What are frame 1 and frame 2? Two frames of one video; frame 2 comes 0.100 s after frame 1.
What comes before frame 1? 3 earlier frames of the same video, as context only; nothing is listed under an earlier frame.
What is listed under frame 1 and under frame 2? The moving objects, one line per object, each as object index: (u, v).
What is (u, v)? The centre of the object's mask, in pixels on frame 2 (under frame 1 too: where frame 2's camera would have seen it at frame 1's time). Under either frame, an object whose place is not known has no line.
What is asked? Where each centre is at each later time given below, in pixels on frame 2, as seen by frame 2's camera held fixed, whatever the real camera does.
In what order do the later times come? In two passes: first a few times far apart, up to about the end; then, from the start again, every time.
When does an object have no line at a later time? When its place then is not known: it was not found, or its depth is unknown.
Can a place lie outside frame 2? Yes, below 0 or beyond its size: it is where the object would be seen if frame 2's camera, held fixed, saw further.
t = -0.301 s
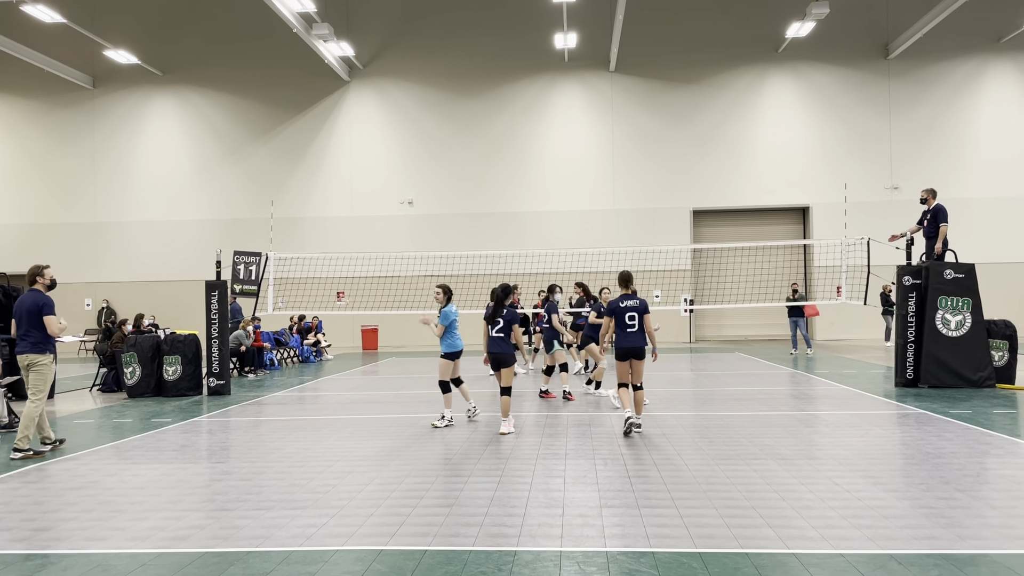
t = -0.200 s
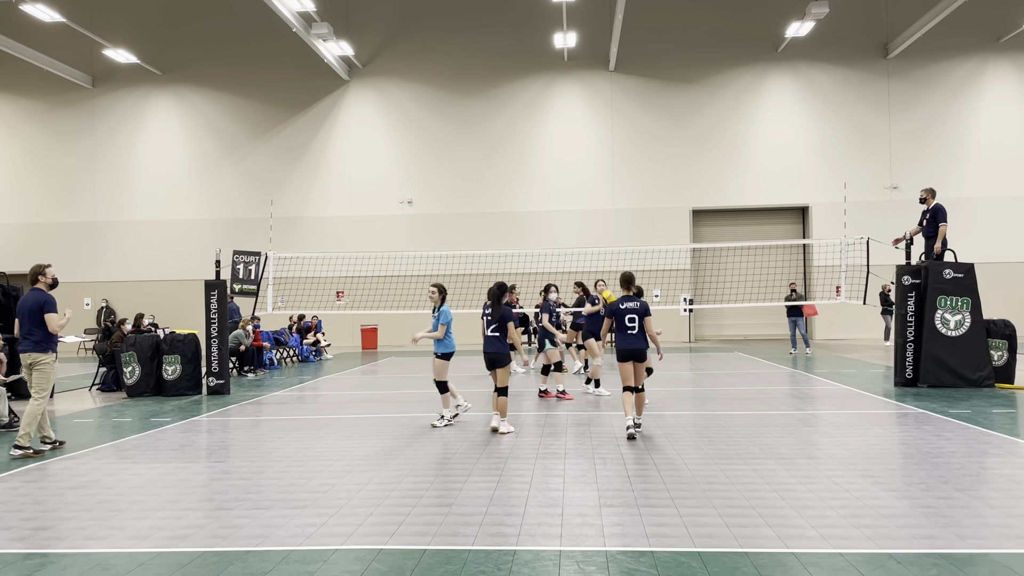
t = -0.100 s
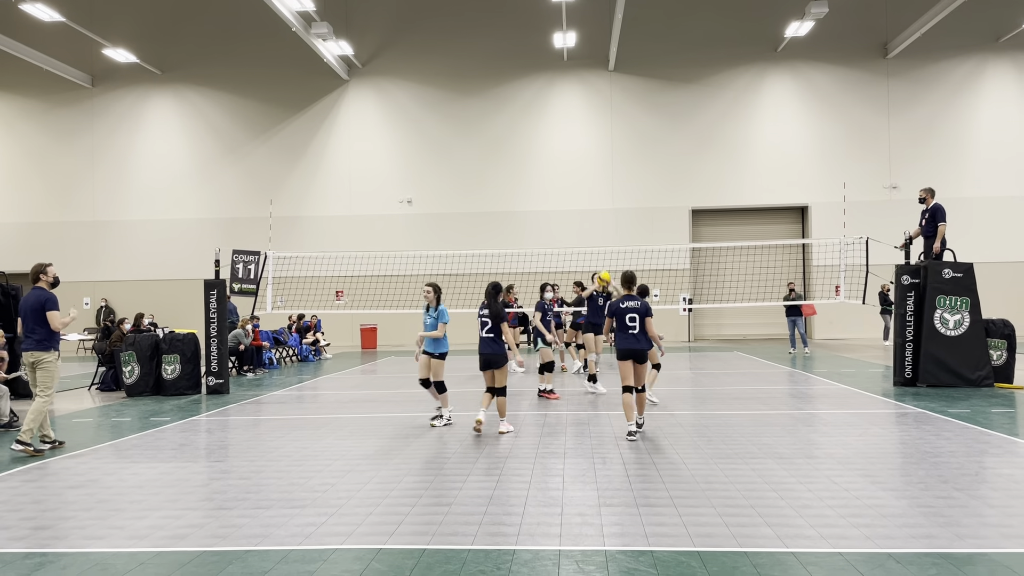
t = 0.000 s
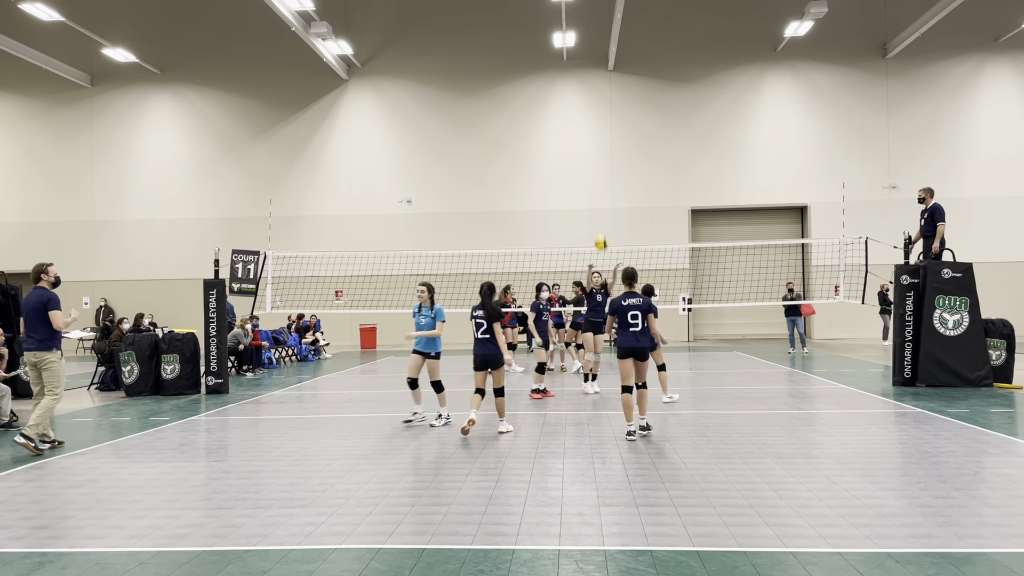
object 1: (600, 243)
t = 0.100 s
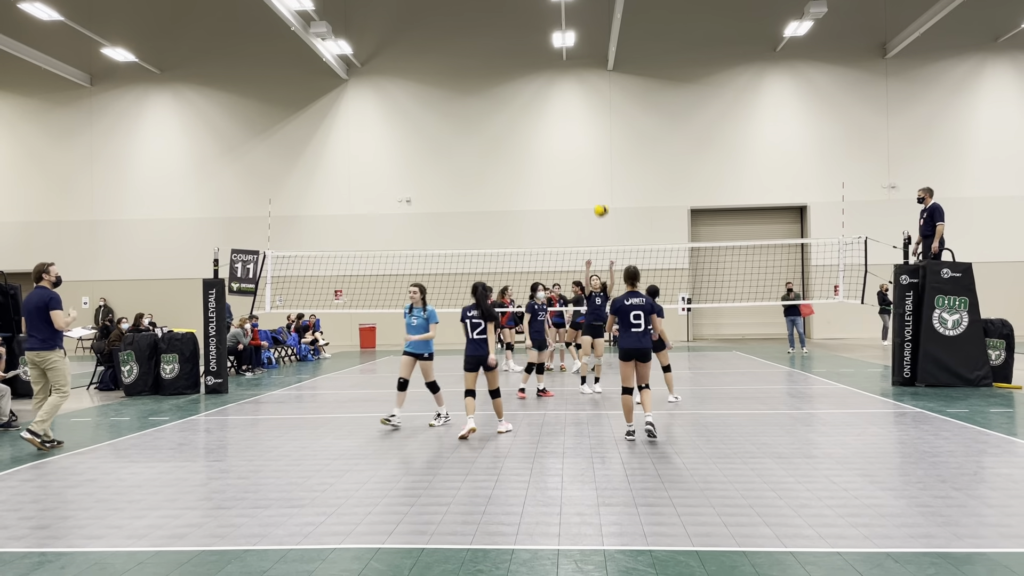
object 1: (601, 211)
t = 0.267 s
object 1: (602, 166)
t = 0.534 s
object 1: (604, 133)
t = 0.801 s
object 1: (609, 154)
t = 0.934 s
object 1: (612, 190)
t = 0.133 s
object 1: (601, 200)
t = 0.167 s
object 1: (601, 191)
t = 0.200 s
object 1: (602, 182)
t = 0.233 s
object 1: (602, 174)
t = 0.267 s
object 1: (602, 166)
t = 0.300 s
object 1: (602, 160)
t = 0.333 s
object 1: (602, 154)
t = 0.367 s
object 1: (603, 148)
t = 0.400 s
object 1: (603, 144)
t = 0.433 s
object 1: (603, 140)
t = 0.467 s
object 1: (604, 137)
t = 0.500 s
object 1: (604, 134)
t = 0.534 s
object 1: (604, 133)
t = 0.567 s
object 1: (605, 132)
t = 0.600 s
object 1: (605, 133)
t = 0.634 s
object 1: (606, 134)
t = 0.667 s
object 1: (607, 136)
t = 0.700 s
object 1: (607, 139)
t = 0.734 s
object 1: (608, 143)
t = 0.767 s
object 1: (608, 148)
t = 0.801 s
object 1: (609, 154)
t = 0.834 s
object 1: (610, 161)
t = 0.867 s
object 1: (611, 170)
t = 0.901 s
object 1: (611, 179)
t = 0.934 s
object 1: (612, 190)
